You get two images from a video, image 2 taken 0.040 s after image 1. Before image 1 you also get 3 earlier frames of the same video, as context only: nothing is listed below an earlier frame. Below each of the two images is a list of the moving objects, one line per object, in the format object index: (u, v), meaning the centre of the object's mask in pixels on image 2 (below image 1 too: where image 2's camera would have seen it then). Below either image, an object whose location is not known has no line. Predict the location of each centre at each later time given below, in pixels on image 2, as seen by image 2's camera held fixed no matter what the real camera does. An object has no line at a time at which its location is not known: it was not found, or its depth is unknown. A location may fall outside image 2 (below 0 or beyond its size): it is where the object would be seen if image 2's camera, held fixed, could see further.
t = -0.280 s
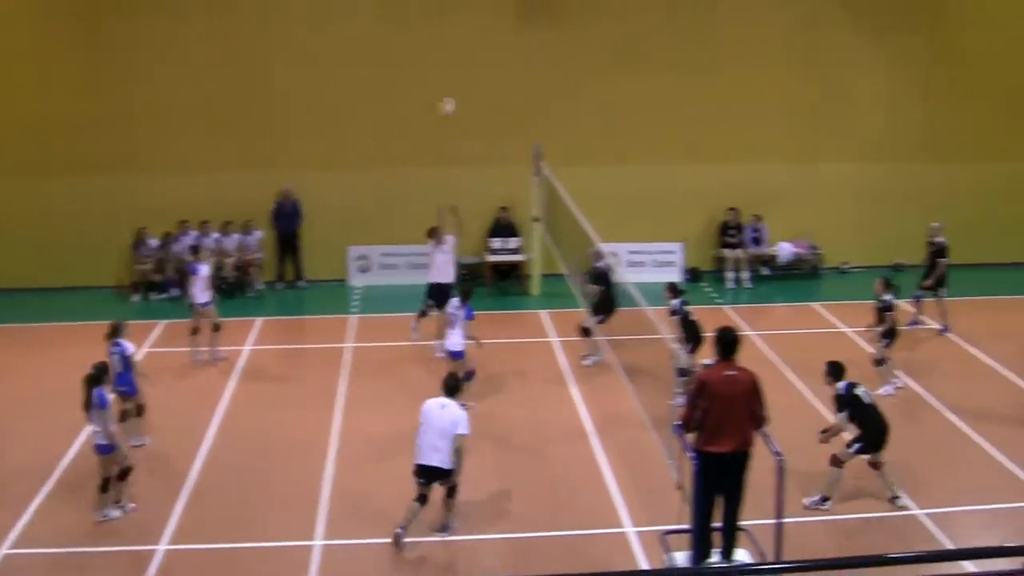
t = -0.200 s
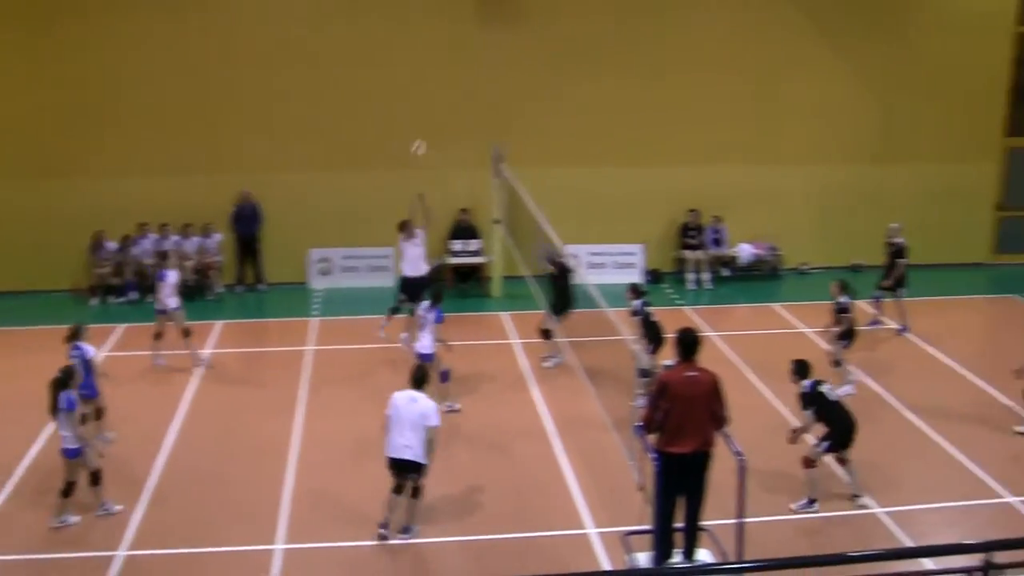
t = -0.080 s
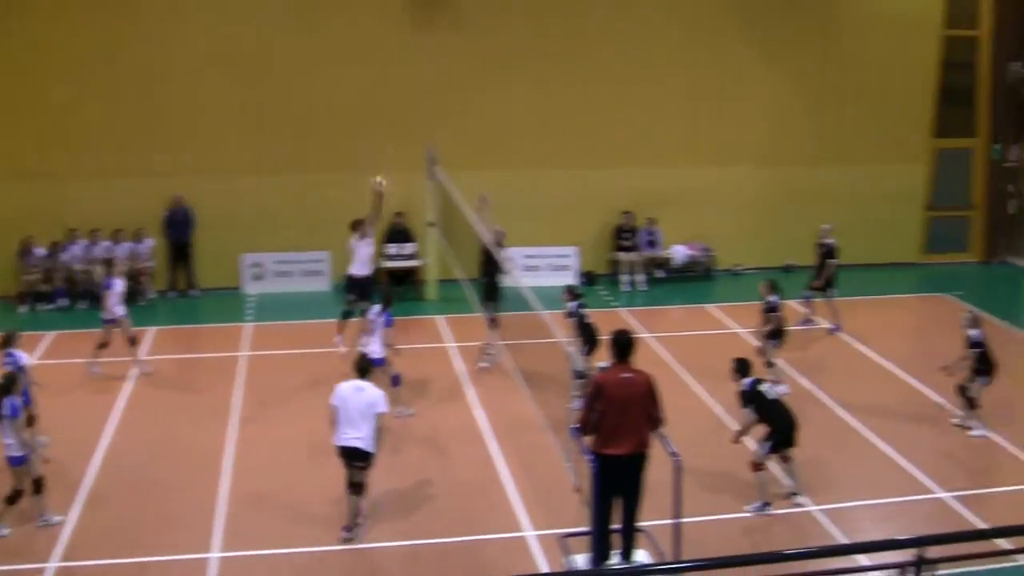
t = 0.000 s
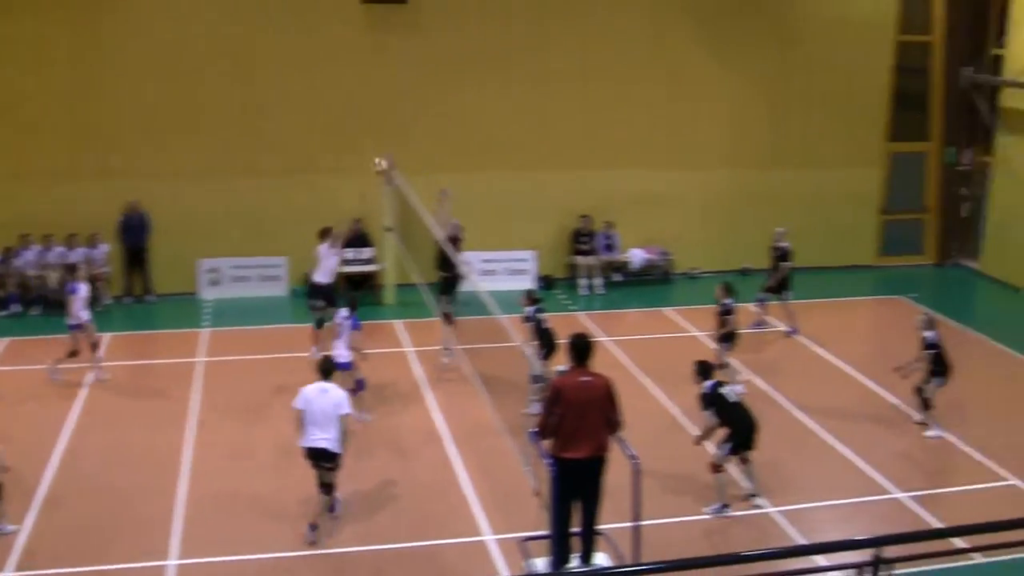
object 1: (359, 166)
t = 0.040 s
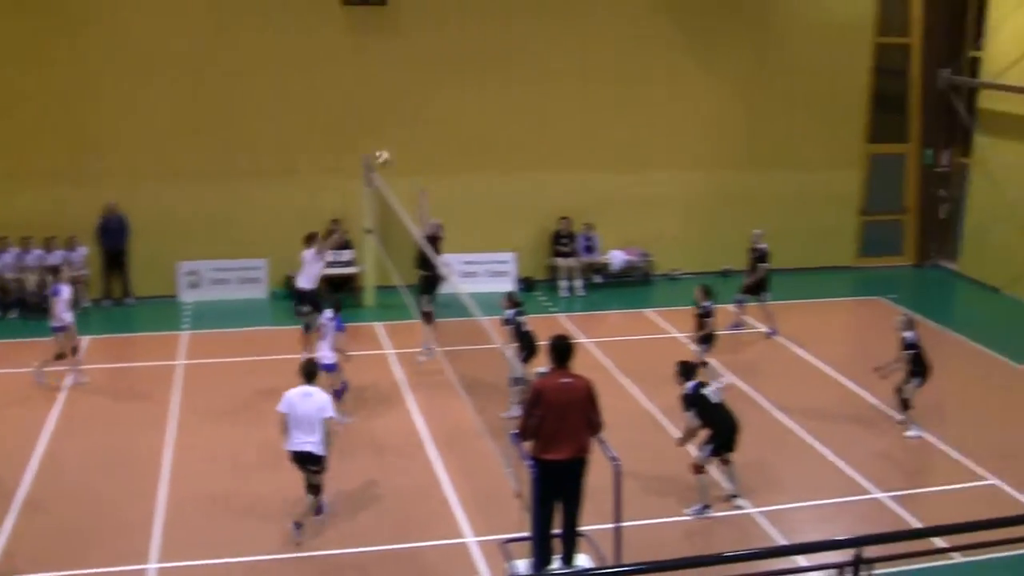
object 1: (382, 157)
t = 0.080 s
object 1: (403, 148)
